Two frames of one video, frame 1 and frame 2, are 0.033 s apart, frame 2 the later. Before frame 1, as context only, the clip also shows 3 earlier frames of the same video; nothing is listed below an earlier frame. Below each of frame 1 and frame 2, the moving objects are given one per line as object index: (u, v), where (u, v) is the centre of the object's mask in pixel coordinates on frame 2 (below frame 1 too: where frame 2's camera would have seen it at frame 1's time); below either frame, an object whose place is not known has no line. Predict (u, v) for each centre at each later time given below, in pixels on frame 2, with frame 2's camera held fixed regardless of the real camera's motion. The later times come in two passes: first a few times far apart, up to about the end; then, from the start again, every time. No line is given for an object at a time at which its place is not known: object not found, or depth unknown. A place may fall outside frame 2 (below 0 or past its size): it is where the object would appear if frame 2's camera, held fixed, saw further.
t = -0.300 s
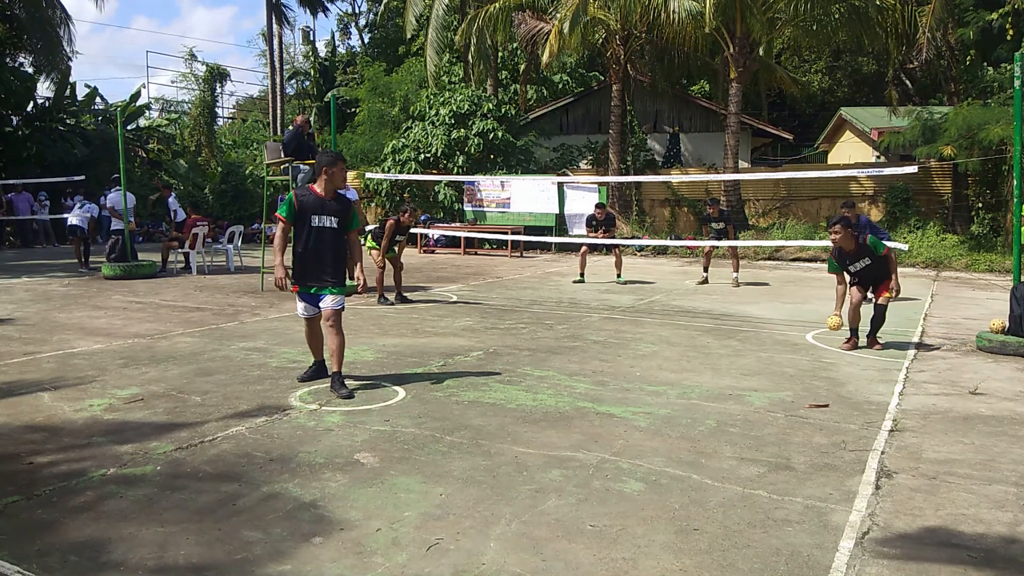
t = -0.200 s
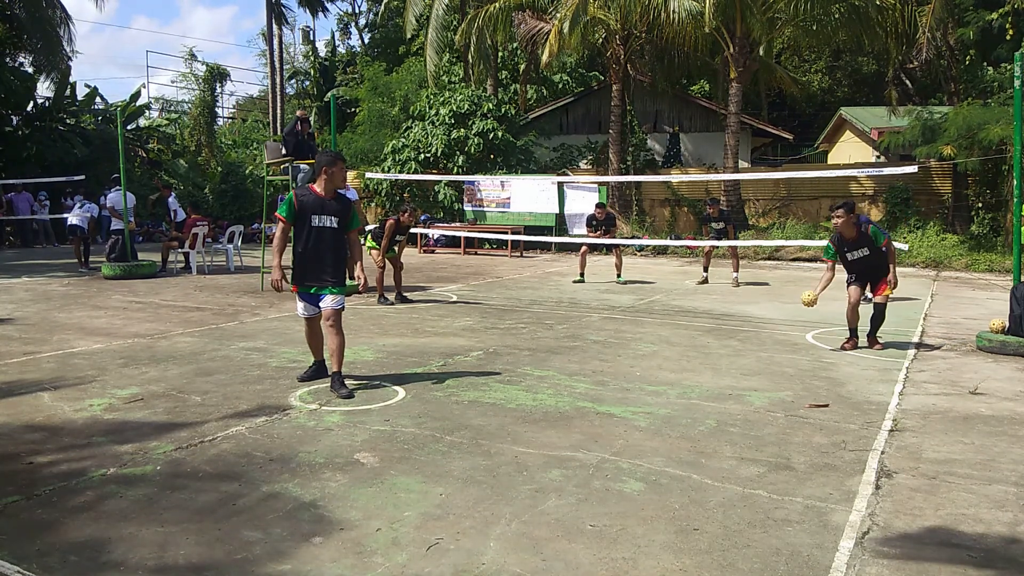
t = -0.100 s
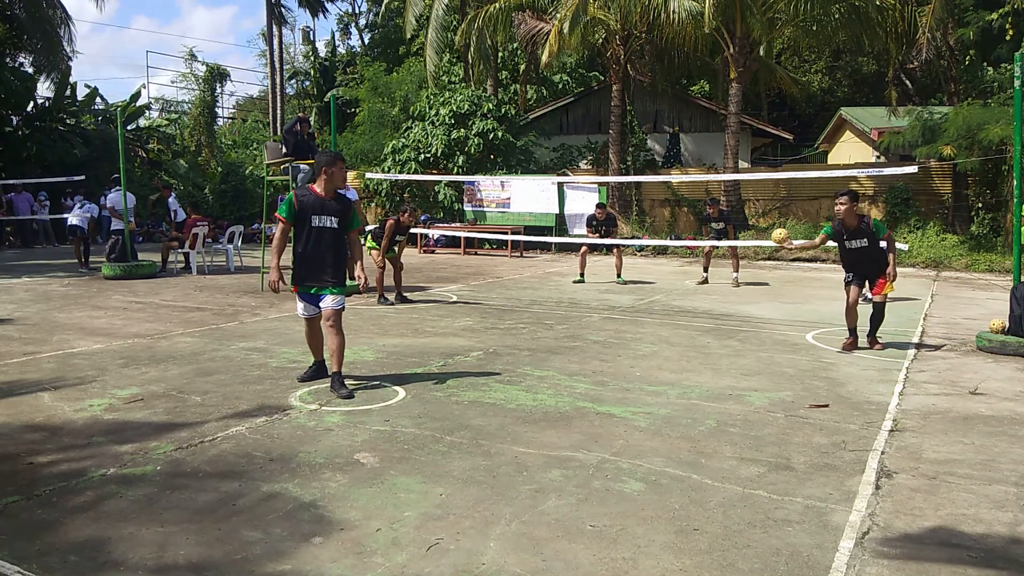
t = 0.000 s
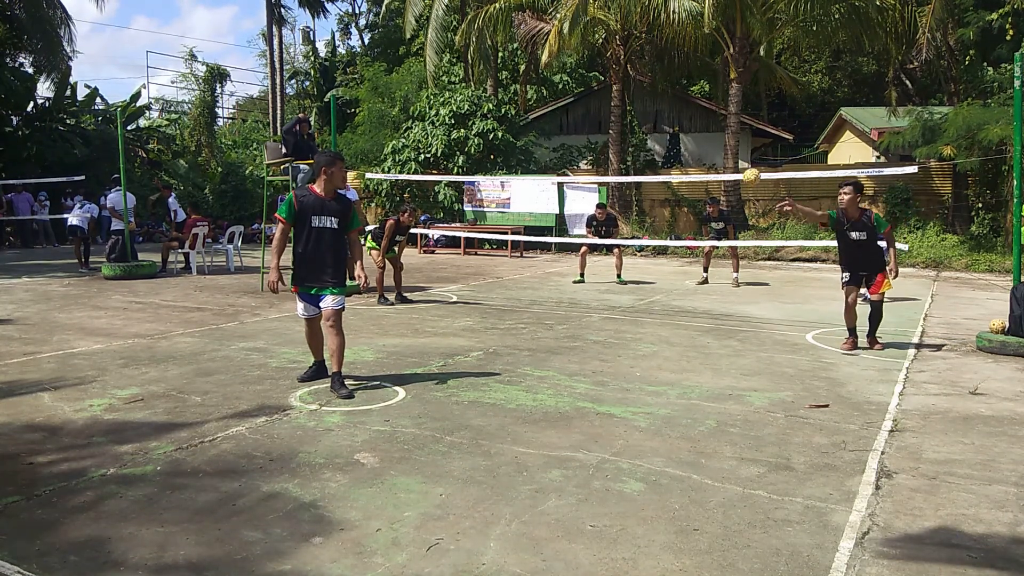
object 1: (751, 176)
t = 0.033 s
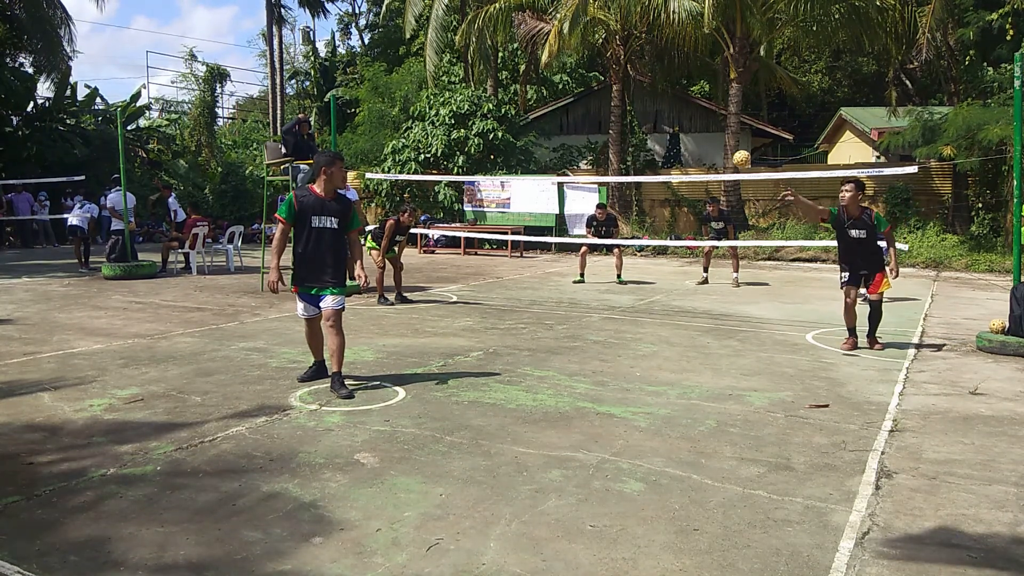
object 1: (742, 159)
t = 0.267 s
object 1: (665, 66)
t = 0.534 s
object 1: (561, 42)
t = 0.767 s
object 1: (457, 116)
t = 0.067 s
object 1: (731, 142)
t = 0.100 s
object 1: (721, 126)
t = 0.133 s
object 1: (710, 112)
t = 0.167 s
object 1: (699, 98)
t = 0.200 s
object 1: (688, 86)
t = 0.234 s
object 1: (677, 75)
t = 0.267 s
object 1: (665, 66)
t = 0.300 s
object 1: (653, 57)
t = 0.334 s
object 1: (641, 51)
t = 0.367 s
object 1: (628, 45)
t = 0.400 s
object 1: (615, 42)
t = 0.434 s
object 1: (602, 39)
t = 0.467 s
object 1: (589, 38)
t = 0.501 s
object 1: (575, 40)
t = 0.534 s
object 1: (561, 42)
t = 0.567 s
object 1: (546, 47)
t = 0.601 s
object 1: (532, 54)
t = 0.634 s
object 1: (517, 62)
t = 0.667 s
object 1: (503, 72)
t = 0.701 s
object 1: (487, 85)
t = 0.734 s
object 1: (472, 99)
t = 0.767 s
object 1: (457, 116)
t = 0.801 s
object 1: (441, 134)
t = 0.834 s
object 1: (425, 154)
